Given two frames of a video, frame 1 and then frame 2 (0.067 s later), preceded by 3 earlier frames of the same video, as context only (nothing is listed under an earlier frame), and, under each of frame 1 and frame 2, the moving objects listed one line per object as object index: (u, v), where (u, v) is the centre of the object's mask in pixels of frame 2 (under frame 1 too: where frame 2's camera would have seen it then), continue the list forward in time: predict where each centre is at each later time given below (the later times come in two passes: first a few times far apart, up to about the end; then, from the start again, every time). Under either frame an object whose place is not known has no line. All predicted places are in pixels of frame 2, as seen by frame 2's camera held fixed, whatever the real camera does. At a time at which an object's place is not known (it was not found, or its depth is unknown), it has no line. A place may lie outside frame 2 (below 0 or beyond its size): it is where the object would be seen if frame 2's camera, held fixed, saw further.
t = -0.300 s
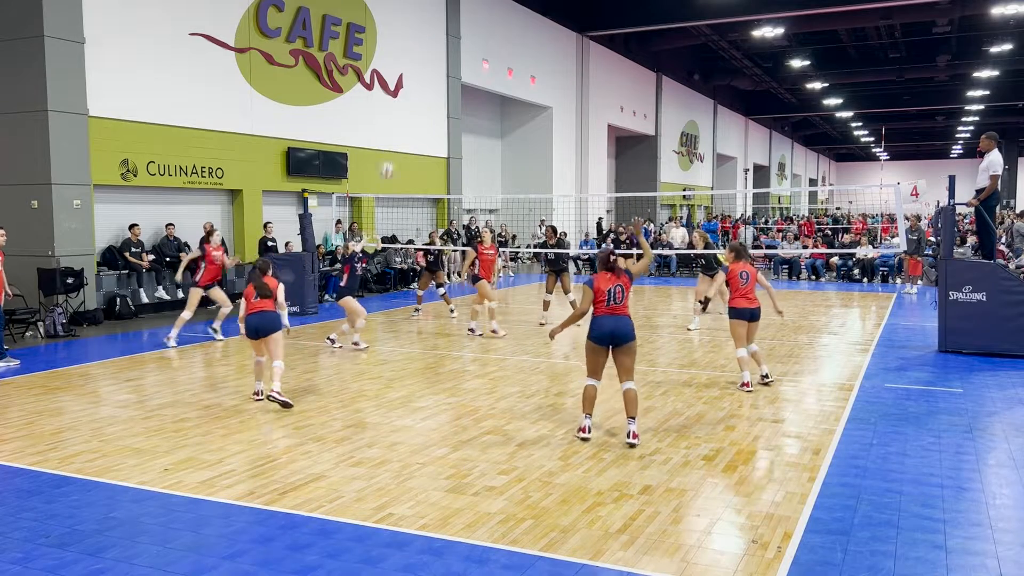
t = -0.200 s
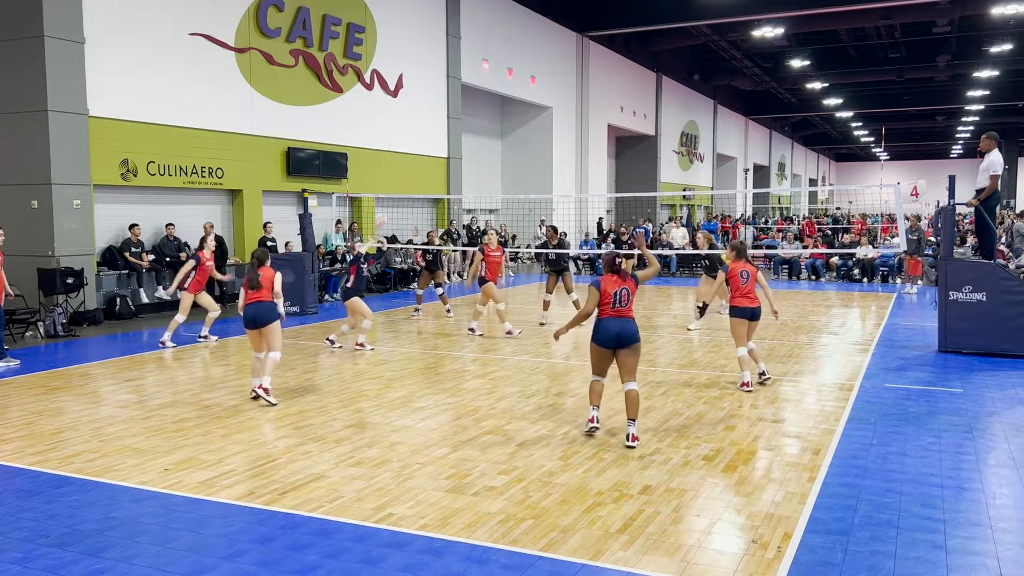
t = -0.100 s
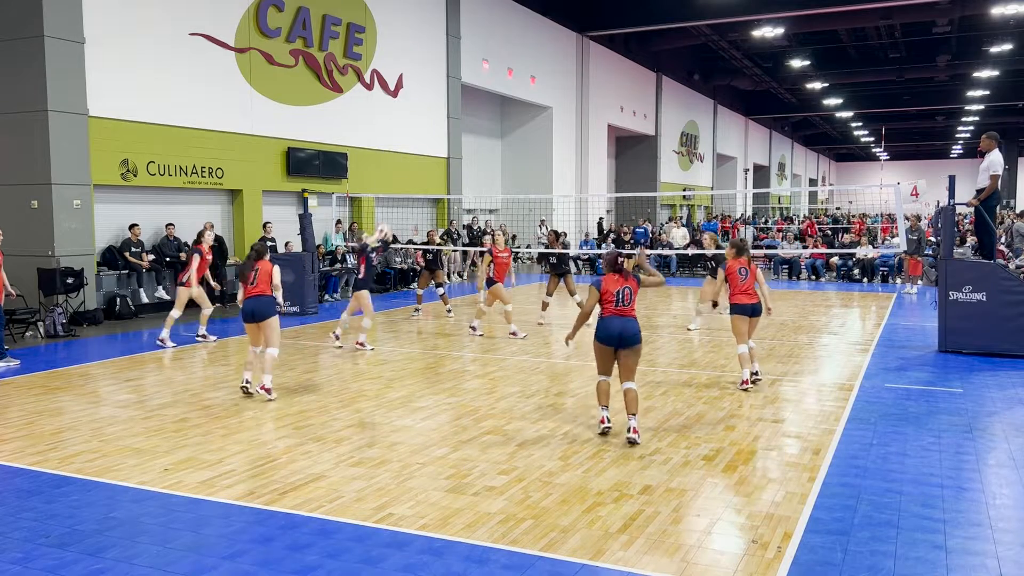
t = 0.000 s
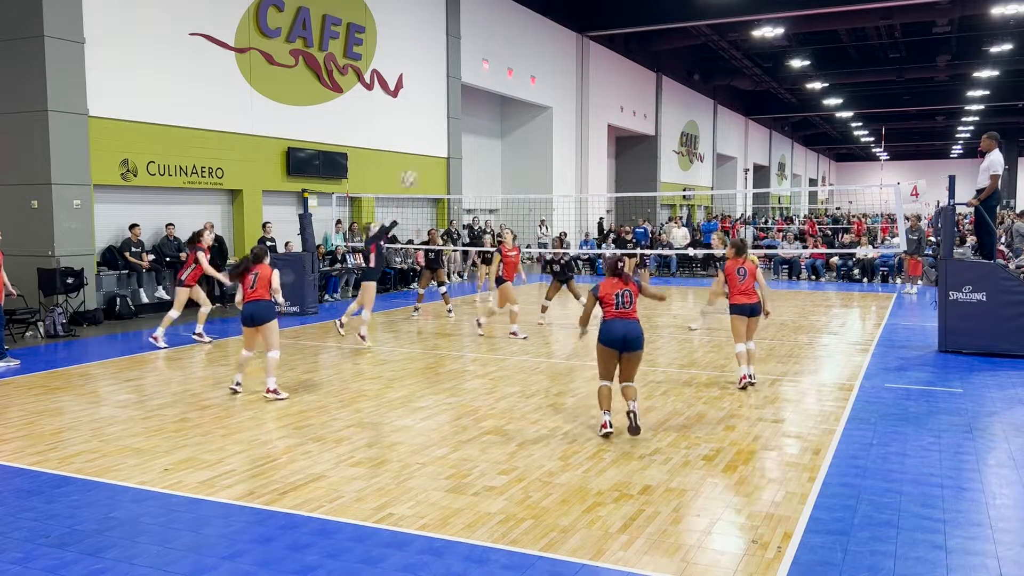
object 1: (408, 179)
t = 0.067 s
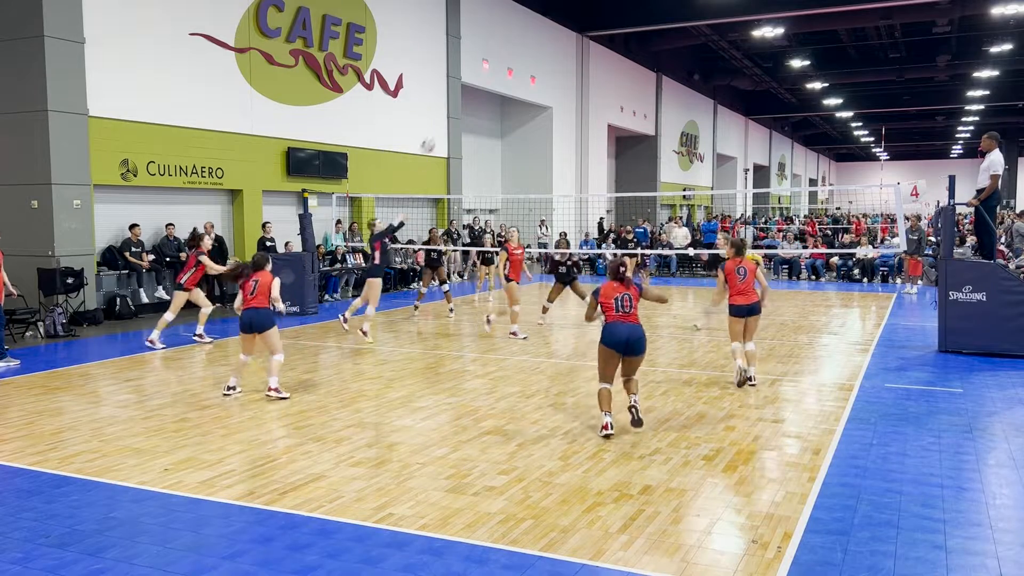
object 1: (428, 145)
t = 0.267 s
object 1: (487, 65)
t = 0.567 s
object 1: (575, 6)
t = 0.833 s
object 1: (652, 8)
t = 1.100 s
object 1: (724, 64)
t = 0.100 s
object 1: (437, 129)
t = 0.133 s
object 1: (447, 115)
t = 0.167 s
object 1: (456, 102)
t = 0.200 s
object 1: (468, 91)
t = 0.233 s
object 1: (476, 79)
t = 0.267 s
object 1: (487, 65)
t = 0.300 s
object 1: (496, 55)
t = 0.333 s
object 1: (505, 44)
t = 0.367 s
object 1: (518, 36)
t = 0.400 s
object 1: (528, 28)
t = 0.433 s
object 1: (537, 22)
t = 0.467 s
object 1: (546, 16)
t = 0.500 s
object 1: (556, 11)
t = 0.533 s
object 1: (565, 8)
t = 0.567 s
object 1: (575, 6)
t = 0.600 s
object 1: (585, 4)
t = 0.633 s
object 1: (594, 4)
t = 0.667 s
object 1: (604, 3)
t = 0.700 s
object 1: (613, 3)
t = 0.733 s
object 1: (623, 4)
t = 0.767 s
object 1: (633, 4)
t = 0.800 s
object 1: (642, 6)
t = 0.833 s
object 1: (652, 8)
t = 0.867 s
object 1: (661, 11)
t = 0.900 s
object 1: (670, 16)
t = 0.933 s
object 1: (680, 22)
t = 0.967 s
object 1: (689, 29)
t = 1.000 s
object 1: (698, 37)
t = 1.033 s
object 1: (707, 45)
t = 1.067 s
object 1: (716, 54)
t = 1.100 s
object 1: (724, 64)
